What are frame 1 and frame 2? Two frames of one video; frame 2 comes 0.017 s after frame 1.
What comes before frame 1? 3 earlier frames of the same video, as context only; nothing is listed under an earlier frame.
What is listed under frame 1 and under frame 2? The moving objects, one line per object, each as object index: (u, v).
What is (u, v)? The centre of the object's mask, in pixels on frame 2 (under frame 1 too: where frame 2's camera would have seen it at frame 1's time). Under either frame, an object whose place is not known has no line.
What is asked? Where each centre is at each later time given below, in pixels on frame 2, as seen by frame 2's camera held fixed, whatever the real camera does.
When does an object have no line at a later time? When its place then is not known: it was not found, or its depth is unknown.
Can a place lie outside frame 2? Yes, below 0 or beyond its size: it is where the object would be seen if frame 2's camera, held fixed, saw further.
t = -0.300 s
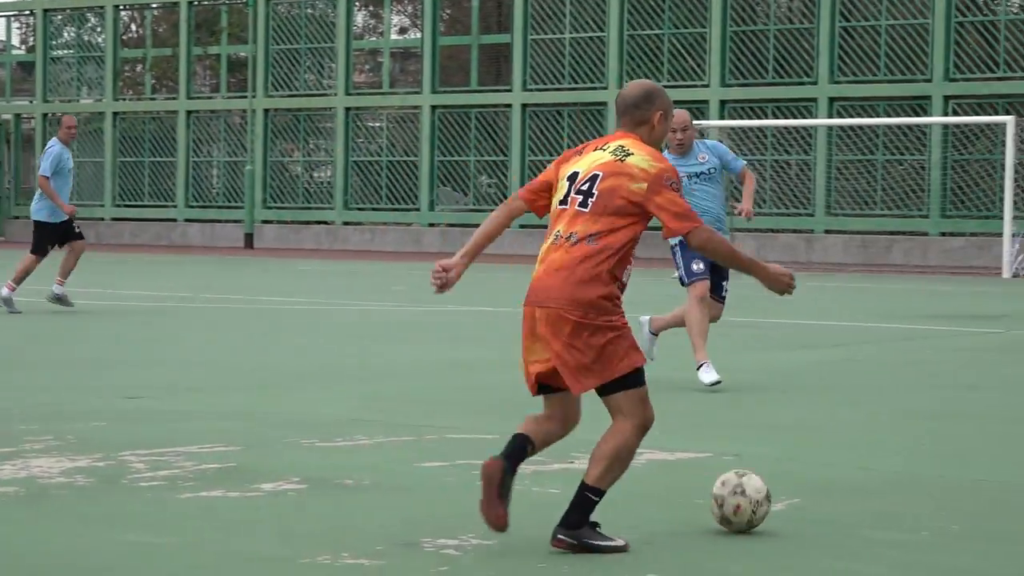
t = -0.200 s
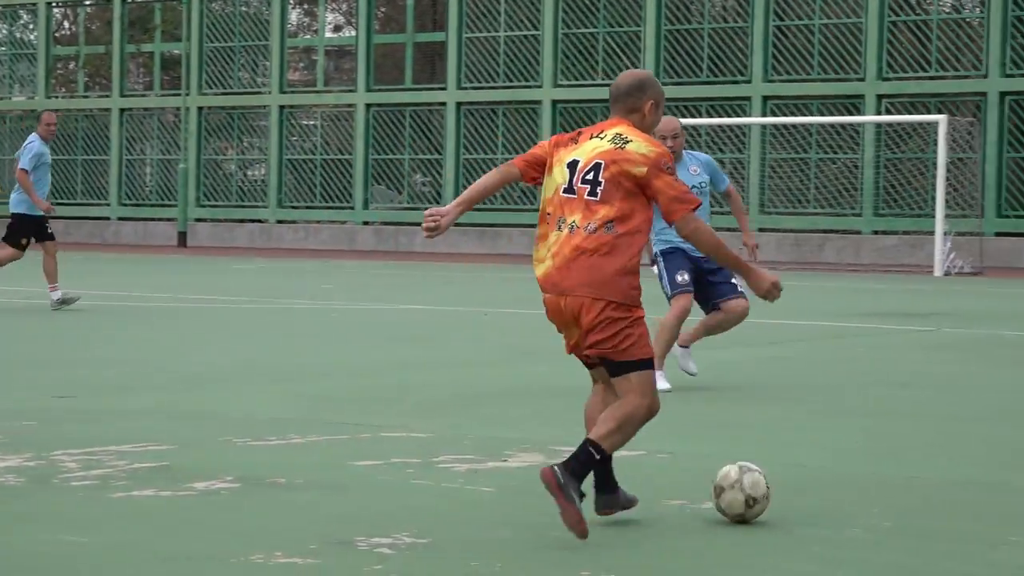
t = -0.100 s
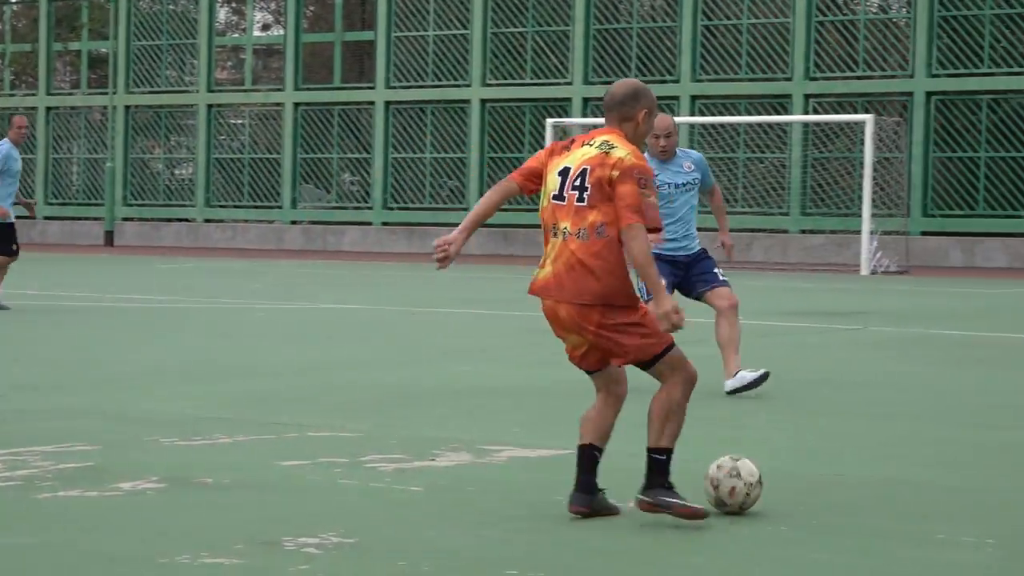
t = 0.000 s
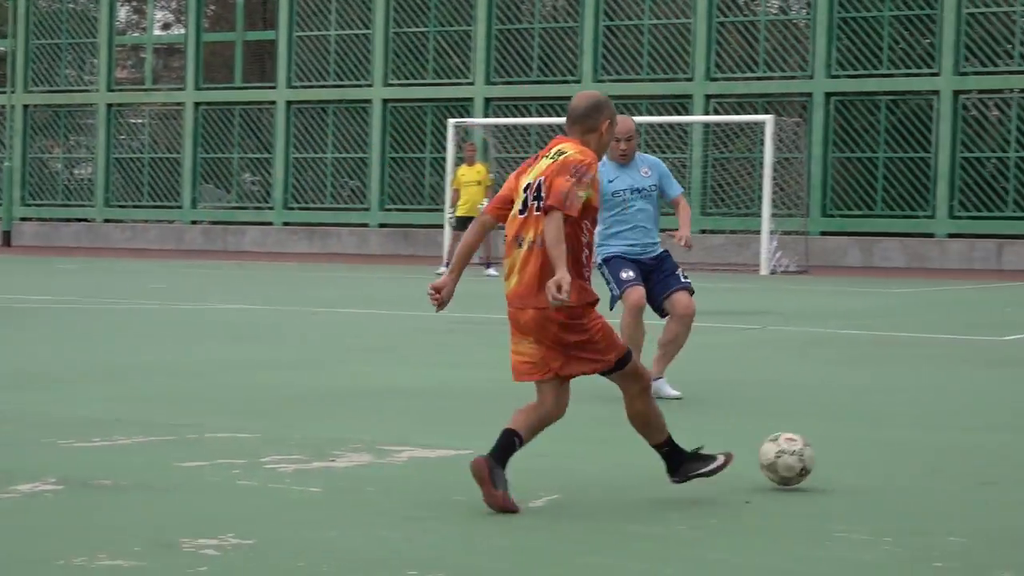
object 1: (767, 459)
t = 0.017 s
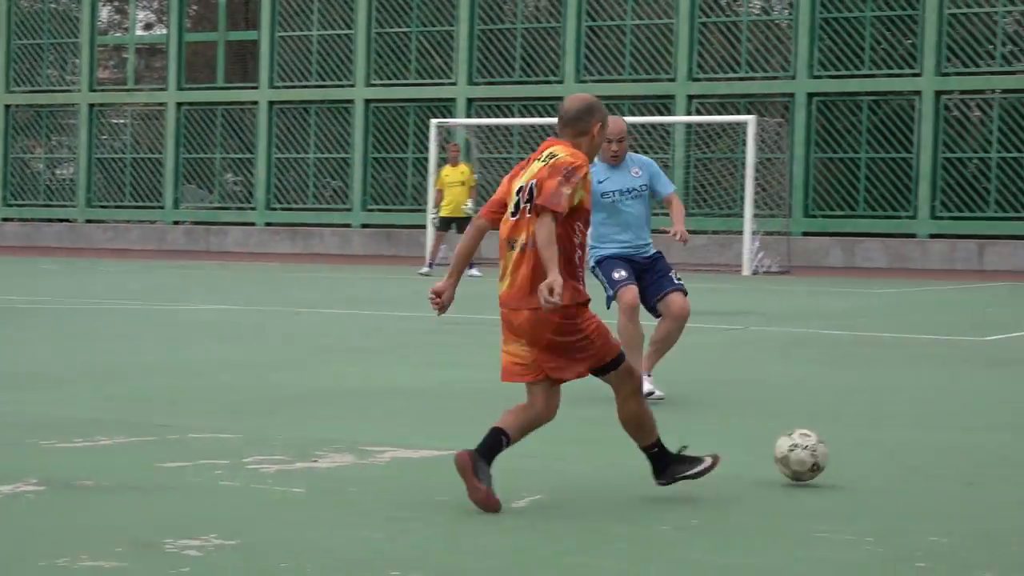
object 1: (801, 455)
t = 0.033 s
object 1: (833, 452)
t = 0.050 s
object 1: (864, 449)
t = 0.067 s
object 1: (893, 448)
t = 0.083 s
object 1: (920, 445)
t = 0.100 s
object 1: (946, 440)
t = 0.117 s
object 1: (970, 436)
